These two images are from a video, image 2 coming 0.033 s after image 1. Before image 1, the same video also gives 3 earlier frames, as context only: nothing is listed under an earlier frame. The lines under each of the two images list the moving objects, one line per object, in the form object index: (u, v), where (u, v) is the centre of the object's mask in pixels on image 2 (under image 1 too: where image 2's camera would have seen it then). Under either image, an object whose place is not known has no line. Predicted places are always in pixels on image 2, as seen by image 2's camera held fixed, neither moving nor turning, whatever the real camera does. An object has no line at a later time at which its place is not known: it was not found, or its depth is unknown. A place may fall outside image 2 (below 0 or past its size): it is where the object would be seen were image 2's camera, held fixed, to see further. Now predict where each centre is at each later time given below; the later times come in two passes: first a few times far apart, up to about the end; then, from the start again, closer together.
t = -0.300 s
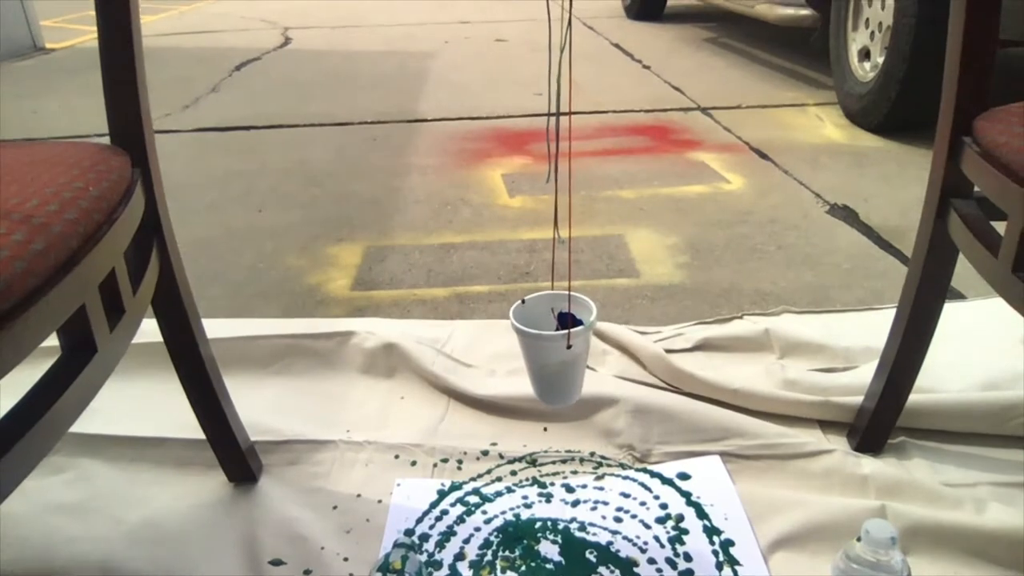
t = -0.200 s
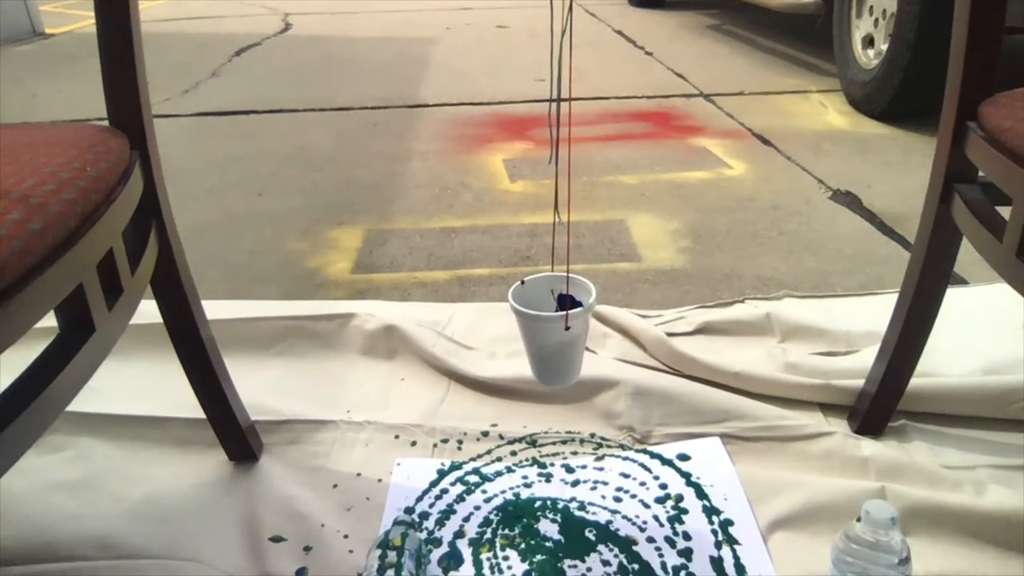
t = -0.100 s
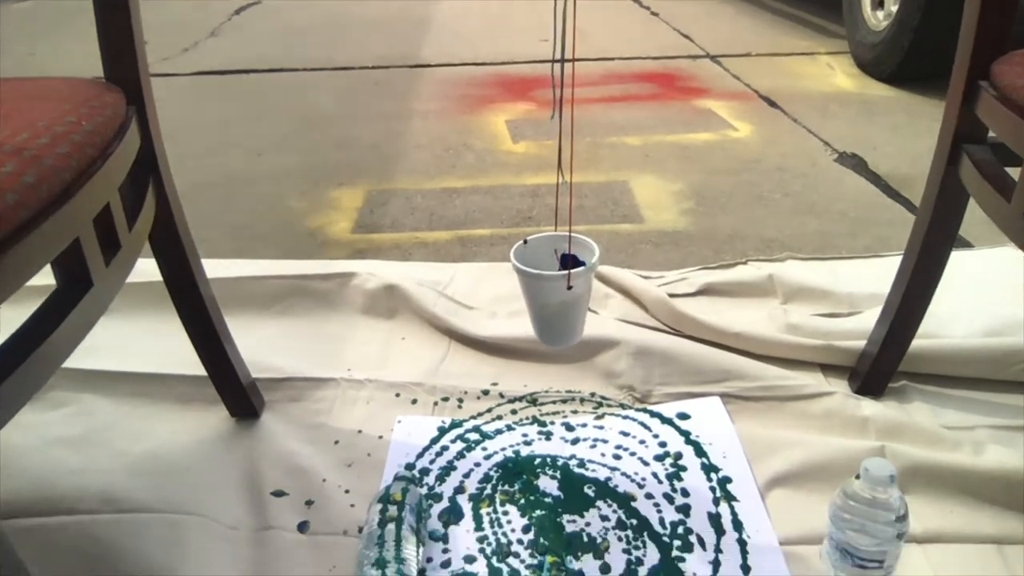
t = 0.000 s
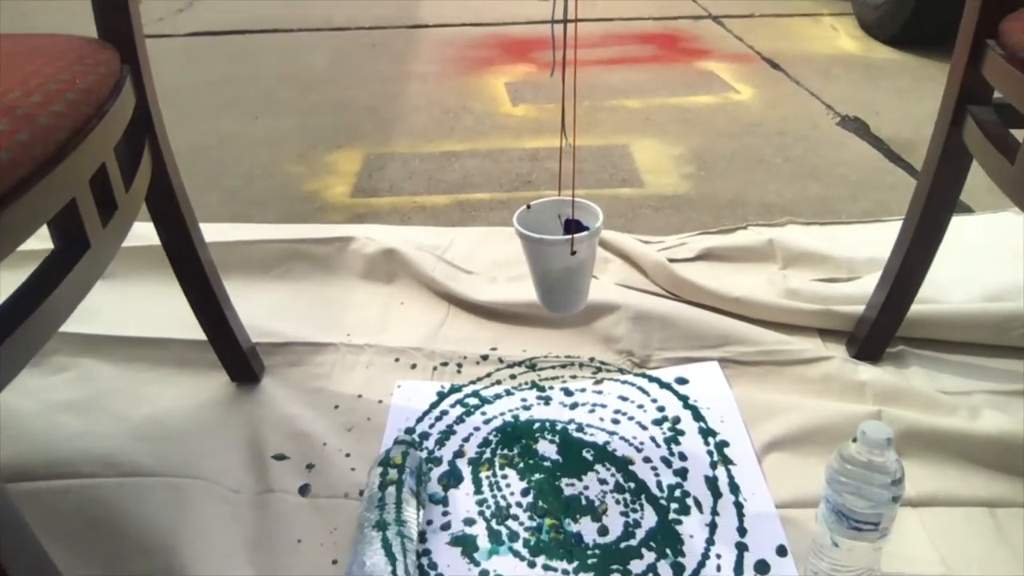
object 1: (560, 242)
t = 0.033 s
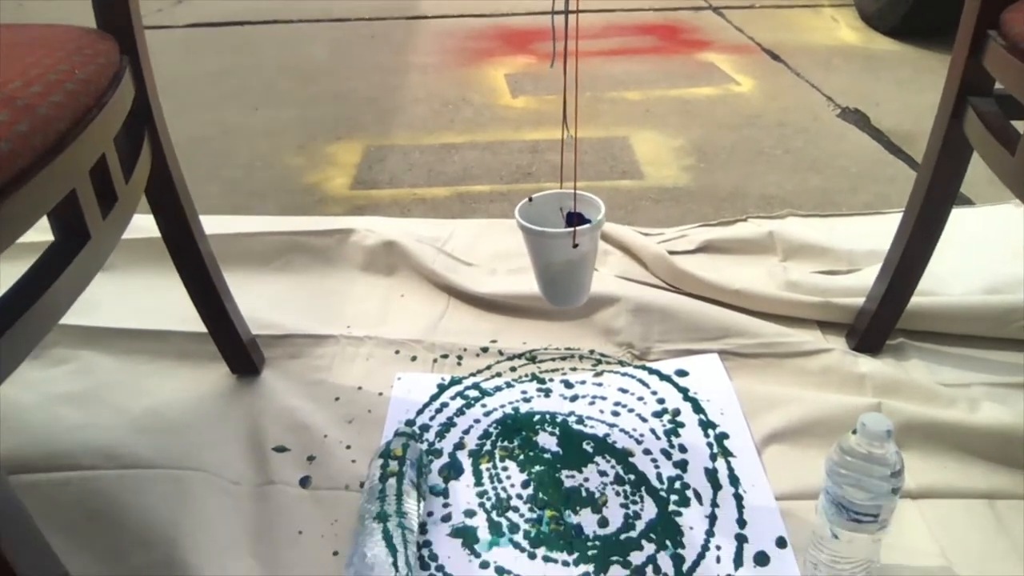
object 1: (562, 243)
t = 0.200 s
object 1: (572, 249)
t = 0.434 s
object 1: (582, 249)
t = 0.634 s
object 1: (575, 242)
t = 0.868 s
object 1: (569, 247)
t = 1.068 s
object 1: (554, 236)
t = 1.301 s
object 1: (558, 245)
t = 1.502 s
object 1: (569, 244)
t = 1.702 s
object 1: (583, 258)
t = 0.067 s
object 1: (564, 244)
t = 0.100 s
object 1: (566, 245)
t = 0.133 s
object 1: (567, 246)
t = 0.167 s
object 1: (569, 247)
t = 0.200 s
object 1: (572, 249)
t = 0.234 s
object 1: (574, 250)
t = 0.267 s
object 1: (575, 250)
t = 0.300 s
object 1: (577, 250)
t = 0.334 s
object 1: (579, 250)
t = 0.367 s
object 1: (580, 251)
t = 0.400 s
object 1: (581, 250)
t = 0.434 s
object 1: (582, 249)
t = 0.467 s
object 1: (581, 247)
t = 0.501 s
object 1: (580, 244)
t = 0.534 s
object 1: (579, 243)
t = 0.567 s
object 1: (577, 241)
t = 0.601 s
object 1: (575, 242)
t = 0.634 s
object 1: (575, 242)
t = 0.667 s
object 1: (574, 245)
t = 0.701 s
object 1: (573, 246)
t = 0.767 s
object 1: (572, 248)
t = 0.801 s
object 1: (572, 247)
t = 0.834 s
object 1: (570, 246)
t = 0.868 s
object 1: (569, 247)
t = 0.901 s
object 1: (568, 247)
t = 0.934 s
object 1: (565, 246)
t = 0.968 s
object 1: (561, 244)
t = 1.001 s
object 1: (558, 241)
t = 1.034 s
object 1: (556, 237)
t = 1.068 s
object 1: (554, 236)
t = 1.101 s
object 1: (553, 236)
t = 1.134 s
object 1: (551, 236)
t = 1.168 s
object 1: (552, 237)
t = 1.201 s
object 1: (554, 239)
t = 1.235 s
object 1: (555, 241)
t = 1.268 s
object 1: (557, 242)
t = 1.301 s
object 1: (558, 245)
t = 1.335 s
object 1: (561, 245)
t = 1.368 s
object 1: (563, 247)
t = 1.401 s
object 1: (565, 248)
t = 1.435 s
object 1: (567, 248)
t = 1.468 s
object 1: (568, 247)
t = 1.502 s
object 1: (569, 244)
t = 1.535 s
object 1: (570, 244)
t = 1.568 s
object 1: (572, 246)
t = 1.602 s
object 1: (576, 249)
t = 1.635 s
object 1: (579, 253)
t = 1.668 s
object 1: (581, 256)
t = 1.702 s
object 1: (583, 258)
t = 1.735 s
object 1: (584, 259)
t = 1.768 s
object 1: (584, 257)
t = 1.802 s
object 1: (583, 253)
